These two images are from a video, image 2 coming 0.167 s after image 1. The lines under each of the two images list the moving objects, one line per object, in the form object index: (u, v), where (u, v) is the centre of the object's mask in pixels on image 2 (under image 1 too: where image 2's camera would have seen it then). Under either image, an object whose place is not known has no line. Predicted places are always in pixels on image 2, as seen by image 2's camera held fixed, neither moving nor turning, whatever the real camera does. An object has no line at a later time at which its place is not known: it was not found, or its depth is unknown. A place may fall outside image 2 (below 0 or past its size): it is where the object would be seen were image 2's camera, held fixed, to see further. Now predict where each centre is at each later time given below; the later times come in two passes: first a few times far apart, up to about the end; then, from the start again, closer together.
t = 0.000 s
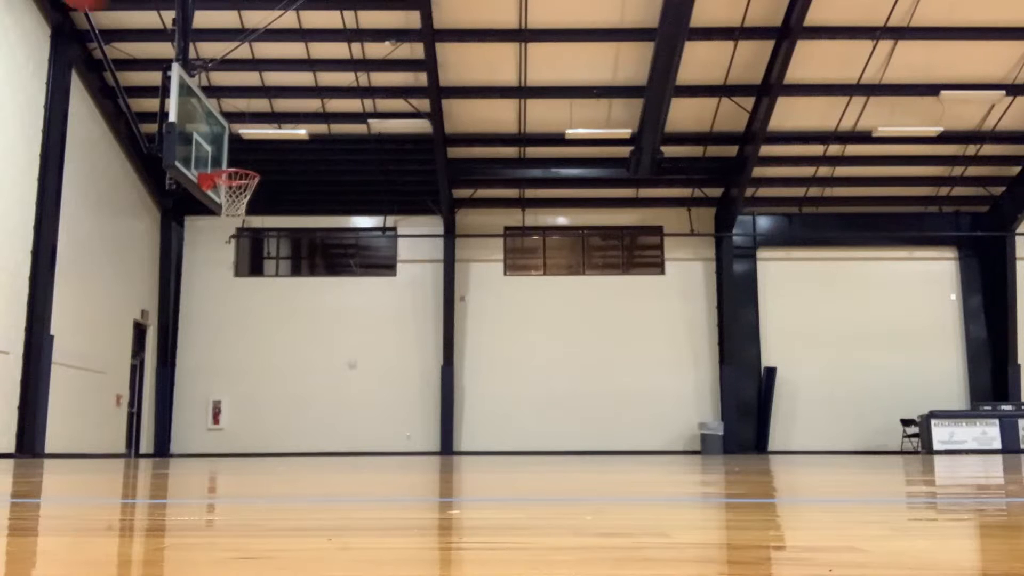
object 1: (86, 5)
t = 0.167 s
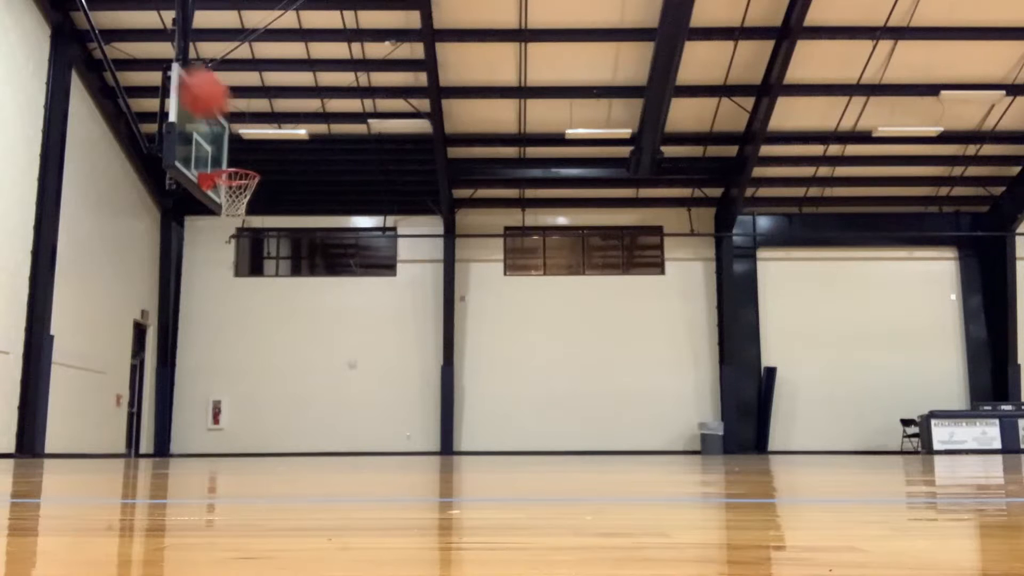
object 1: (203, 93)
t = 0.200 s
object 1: (229, 122)
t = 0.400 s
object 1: (372, 324)
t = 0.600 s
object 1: (456, 350)
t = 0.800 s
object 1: (486, 234)
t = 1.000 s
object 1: (513, 196)
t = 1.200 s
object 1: (537, 222)
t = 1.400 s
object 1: (560, 308)
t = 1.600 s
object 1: (582, 440)
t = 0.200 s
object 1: (229, 122)
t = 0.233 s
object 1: (254, 153)
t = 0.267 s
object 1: (277, 183)
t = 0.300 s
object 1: (300, 214)
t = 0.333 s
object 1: (324, 251)
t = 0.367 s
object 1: (347, 283)
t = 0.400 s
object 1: (372, 324)
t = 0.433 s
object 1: (395, 364)
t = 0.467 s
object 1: (420, 407)
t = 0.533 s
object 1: (446, 410)
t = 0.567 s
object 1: (451, 378)
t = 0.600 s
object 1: (456, 350)
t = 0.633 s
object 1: (462, 324)
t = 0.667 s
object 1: (467, 301)
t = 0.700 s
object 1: (472, 282)
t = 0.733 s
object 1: (477, 262)
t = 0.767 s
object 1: (482, 247)
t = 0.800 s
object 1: (486, 234)
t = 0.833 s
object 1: (491, 222)
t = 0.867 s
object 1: (495, 213)
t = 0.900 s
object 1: (500, 206)
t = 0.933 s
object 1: (504, 201)
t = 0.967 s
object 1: (508, 198)
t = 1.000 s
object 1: (513, 196)
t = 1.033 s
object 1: (517, 196)
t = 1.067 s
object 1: (521, 198)
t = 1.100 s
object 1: (525, 201)
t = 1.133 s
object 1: (529, 207)
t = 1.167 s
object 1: (533, 214)
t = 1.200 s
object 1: (537, 222)
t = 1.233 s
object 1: (541, 234)
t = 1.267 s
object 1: (545, 245)
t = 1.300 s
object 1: (550, 257)
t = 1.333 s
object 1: (552, 272)
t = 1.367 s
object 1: (556, 289)
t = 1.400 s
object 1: (560, 308)
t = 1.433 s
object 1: (564, 327)
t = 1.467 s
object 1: (567, 348)
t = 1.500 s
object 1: (571, 371)
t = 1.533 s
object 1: (575, 395)
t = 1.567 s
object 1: (579, 421)
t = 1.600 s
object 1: (582, 440)
